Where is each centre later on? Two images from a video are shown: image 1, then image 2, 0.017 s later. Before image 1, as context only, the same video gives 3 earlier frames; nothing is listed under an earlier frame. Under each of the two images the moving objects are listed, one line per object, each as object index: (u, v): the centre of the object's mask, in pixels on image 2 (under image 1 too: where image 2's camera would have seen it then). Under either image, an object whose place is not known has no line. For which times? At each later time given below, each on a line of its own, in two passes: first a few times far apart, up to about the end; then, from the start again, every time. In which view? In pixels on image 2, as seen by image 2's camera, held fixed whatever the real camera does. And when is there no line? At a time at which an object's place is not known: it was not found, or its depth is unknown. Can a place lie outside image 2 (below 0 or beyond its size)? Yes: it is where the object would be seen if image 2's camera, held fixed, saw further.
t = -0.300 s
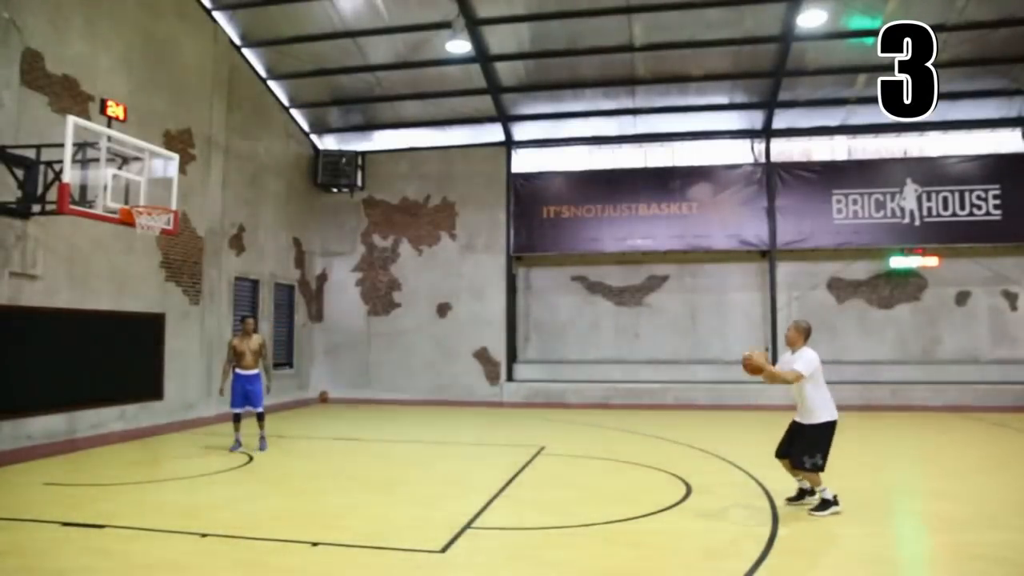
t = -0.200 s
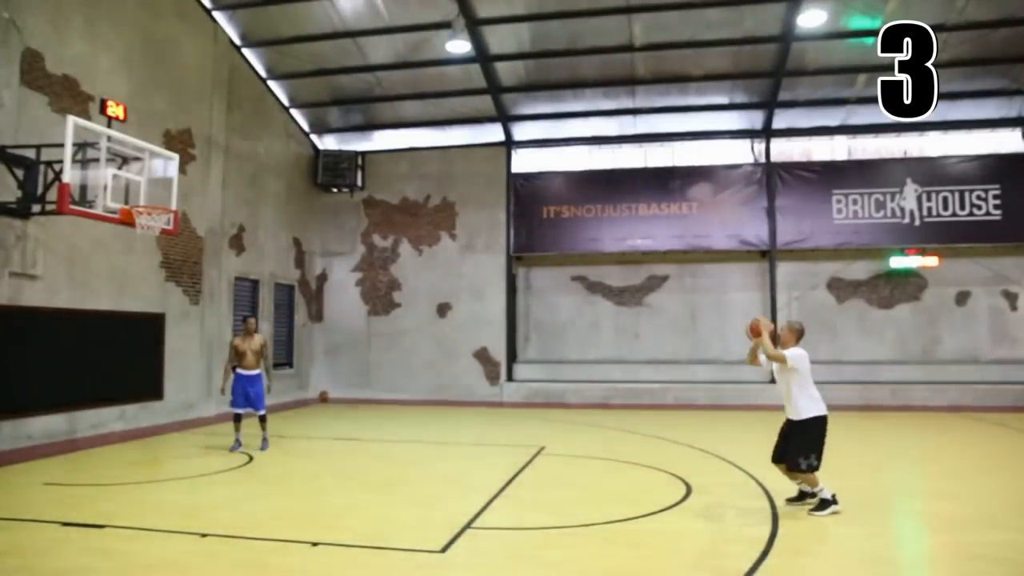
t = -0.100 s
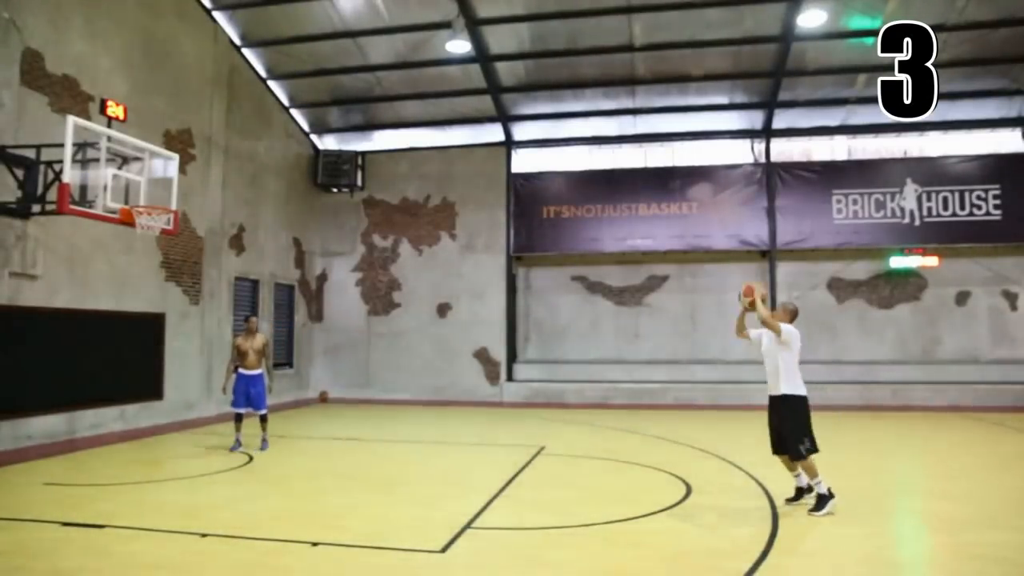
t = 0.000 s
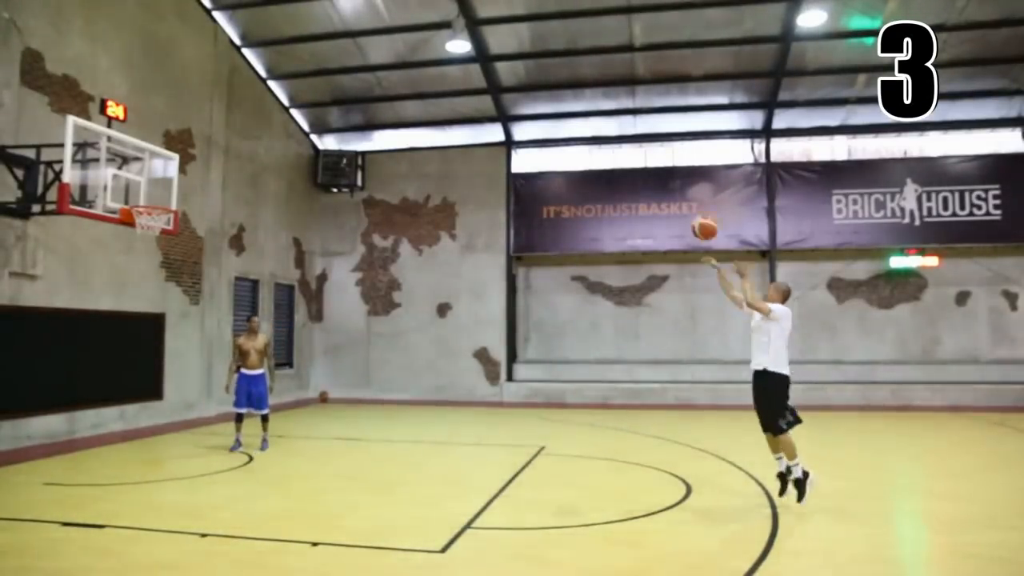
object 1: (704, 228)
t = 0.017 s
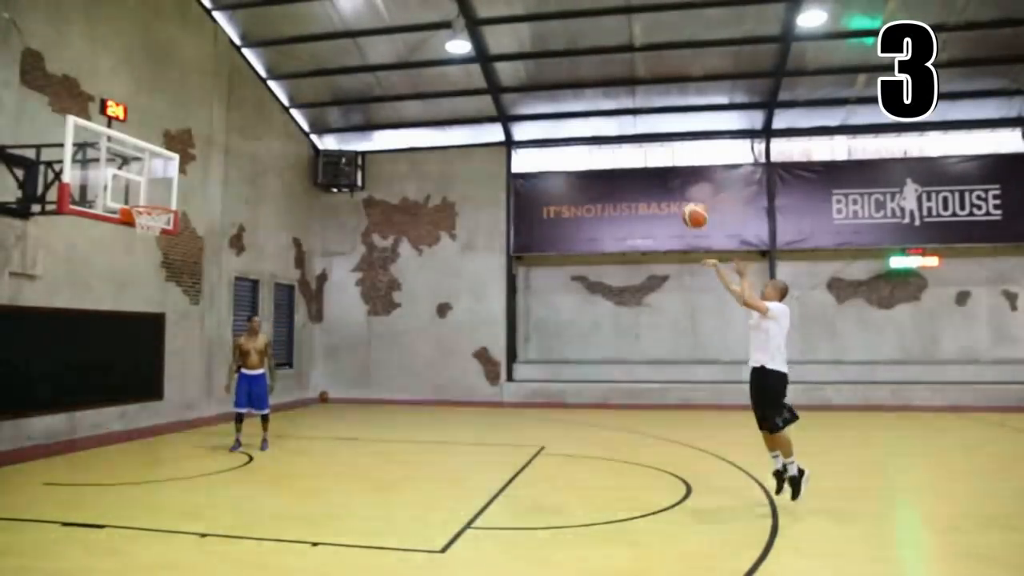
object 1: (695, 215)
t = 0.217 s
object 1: (585, 106)
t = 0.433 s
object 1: (480, 42)
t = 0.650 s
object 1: (386, 26)
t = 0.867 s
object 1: (300, 50)
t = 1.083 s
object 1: (219, 111)
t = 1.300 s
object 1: (148, 196)
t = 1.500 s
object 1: (124, 142)
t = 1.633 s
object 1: (107, 123)
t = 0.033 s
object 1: (686, 204)
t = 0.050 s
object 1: (677, 193)
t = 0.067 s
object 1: (666, 183)
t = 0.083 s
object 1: (656, 174)
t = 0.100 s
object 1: (647, 164)
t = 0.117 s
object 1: (638, 154)
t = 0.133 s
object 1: (629, 145)
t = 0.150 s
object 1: (620, 136)
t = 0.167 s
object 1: (611, 129)
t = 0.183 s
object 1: (602, 120)
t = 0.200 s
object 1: (593, 113)
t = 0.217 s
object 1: (585, 106)
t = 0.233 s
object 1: (576, 99)
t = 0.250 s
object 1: (567, 92)
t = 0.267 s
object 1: (559, 86)
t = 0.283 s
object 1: (551, 80)
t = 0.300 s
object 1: (543, 75)
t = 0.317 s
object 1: (534, 70)
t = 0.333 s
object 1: (527, 64)
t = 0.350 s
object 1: (519, 60)
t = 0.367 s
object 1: (511, 56)
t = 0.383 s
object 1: (502, 53)
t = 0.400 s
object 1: (496, 49)
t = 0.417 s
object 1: (487, 45)
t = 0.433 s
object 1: (480, 42)
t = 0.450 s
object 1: (473, 39)
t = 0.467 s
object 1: (465, 36)
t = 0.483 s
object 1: (457, 35)
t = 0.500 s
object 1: (449, 32)
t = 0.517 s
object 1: (441, 30)
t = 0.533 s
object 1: (434, 29)
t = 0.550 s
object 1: (428, 28)
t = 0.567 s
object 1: (421, 27)
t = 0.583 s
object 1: (414, 26)
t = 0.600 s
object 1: (407, 26)
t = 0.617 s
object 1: (399, 26)
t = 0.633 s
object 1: (393, 26)
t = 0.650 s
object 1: (386, 26)
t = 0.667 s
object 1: (378, 26)
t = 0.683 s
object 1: (372, 27)
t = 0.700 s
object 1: (366, 28)
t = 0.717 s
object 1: (358, 29)
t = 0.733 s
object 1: (352, 30)
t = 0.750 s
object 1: (345, 32)
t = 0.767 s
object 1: (339, 33)
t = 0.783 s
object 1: (332, 35)
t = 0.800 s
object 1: (325, 39)
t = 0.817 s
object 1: (319, 40)
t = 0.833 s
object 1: (313, 44)
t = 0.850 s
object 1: (307, 46)
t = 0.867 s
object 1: (300, 50)
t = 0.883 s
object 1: (294, 53)
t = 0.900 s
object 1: (287, 57)
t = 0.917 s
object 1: (280, 61)
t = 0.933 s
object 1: (275, 66)
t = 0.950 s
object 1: (268, 69)
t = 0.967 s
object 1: (262, 74)
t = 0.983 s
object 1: (256, 78)
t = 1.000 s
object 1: (250, 83)
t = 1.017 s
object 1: (243, 89)
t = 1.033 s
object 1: (237, 94)
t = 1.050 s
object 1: (231, 100)
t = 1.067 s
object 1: (225, 105)
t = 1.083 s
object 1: (219, 111)
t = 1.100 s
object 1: (213, 117)
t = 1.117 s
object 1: (206, 123)
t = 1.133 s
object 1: (200, 130)
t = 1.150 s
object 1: (195, 136)
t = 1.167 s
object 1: (188, 142)
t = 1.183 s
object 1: (184, 150)
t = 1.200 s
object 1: (178, 157)
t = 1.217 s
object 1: (172, 165)
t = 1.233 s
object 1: (166, 174)
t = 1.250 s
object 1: (161, 182)
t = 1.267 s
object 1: (155, 189)
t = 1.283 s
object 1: (149, 197)
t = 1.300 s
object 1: (148, 196)
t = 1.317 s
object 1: (146, 189)
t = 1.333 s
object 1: (143, 183)
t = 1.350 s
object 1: (141, 179)
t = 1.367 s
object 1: (140, 174)
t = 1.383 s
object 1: (138, 168)
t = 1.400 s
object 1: (136, 164)
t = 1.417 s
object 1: (132, 162)
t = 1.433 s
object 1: (130, 157)
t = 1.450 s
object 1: (130, 152)
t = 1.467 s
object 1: (128, 149)
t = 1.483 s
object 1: (126, 144)
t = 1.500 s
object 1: (124, 142)
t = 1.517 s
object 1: (122, 139)
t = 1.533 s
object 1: (120, 135)
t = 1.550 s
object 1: (118, 132)
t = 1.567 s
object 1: (115, 130)
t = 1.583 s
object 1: (113, 129)
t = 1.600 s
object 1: (111, 127)
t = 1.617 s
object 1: (109, 125)
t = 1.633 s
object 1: (107, 123)
